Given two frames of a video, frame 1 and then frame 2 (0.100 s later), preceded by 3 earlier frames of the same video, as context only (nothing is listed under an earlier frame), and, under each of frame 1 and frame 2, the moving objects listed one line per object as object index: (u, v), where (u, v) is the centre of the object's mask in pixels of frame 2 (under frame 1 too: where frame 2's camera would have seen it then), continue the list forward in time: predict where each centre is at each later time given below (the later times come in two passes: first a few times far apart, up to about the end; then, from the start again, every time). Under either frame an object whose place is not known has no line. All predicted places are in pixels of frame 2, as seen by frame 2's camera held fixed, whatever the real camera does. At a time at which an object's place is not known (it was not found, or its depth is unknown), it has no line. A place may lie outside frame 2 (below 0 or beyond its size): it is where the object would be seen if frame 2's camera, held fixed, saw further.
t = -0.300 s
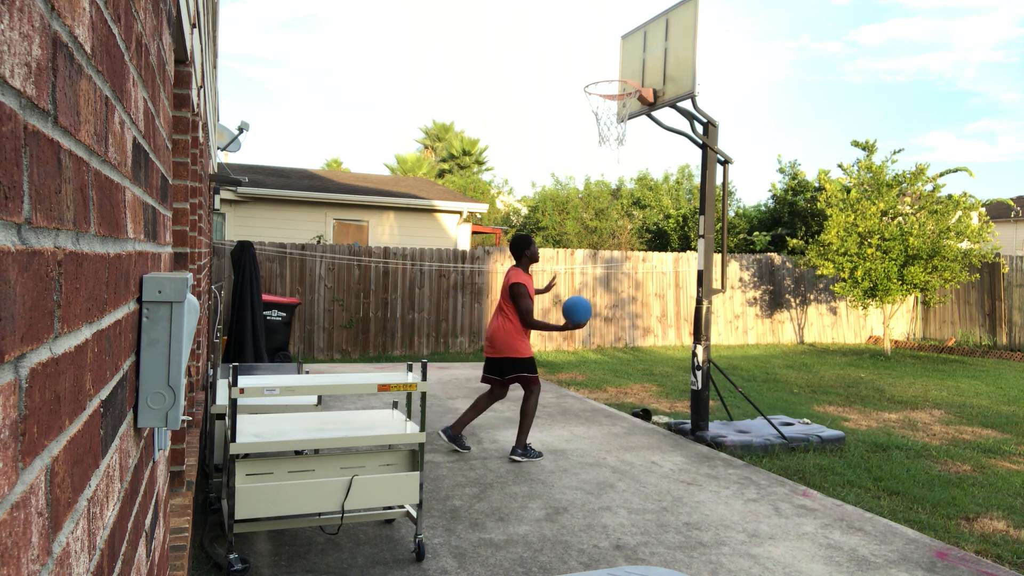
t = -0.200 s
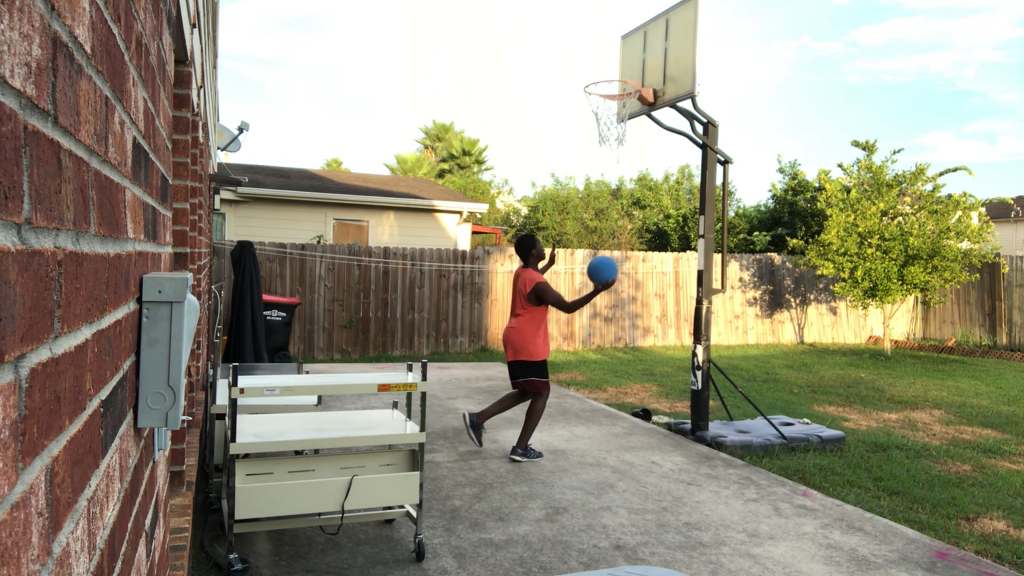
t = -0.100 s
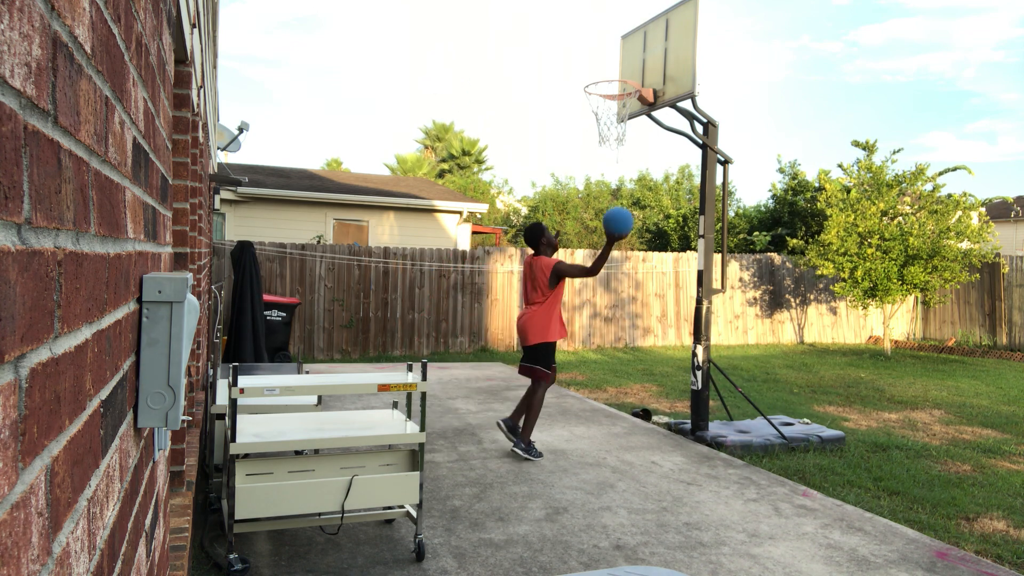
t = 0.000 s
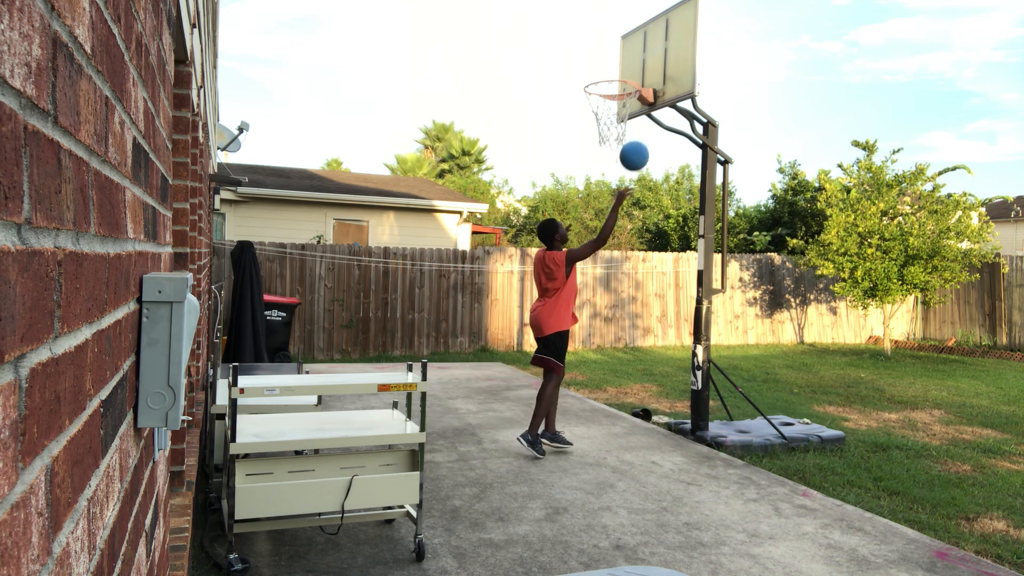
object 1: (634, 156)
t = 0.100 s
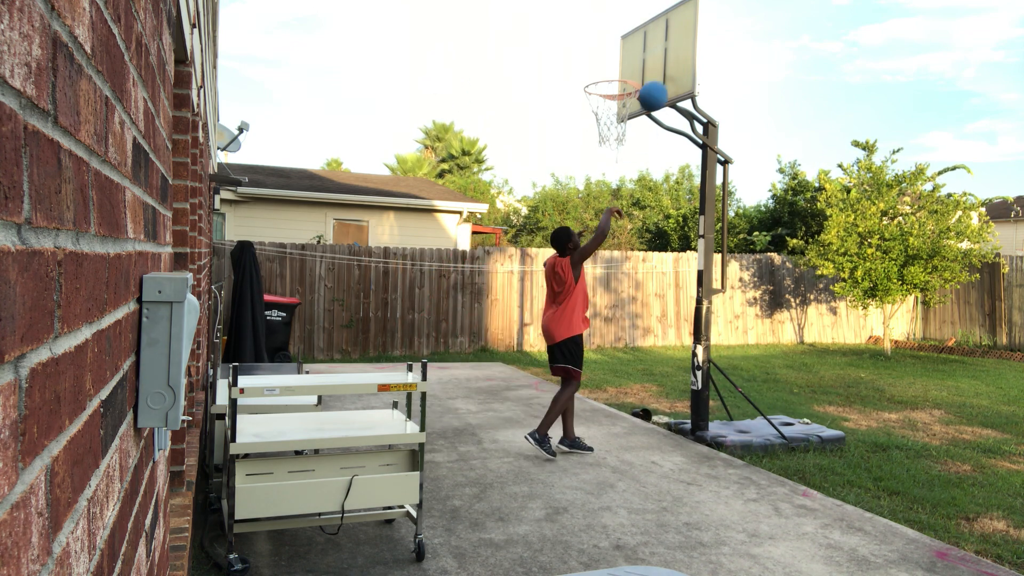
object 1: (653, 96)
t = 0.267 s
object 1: (672, 39)
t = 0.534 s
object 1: (635, 46)
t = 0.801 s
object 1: (603, 118)
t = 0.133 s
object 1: (659, 80)
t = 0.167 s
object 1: (664, 67)
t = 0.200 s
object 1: (670, 55)
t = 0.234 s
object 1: (675, 44)
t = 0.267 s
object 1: (672, 39)
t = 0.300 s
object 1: (667, 34)
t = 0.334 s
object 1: (663, 32)
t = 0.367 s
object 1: (658, 31)
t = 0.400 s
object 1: (654, 31)
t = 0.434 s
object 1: (650, 33)
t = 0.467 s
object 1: (645, 36)
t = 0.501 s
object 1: (640, 40)
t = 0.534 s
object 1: (635, 46)
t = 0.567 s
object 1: (631, 52)
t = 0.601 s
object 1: (627, 60)
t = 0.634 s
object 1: (623, 68)
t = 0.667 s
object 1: (618, 79)
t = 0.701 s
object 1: (614, 91)
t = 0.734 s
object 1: (609, 102)
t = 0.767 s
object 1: (606, 111)
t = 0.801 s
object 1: (603, 118)
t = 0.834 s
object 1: (600, 125)
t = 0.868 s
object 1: (598, 132)
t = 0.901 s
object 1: (596, 140)
